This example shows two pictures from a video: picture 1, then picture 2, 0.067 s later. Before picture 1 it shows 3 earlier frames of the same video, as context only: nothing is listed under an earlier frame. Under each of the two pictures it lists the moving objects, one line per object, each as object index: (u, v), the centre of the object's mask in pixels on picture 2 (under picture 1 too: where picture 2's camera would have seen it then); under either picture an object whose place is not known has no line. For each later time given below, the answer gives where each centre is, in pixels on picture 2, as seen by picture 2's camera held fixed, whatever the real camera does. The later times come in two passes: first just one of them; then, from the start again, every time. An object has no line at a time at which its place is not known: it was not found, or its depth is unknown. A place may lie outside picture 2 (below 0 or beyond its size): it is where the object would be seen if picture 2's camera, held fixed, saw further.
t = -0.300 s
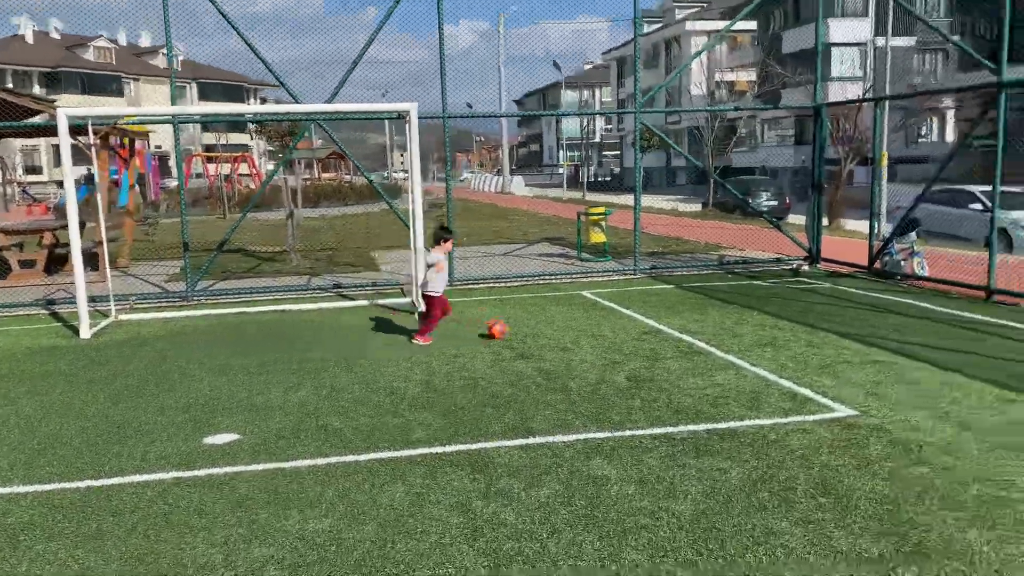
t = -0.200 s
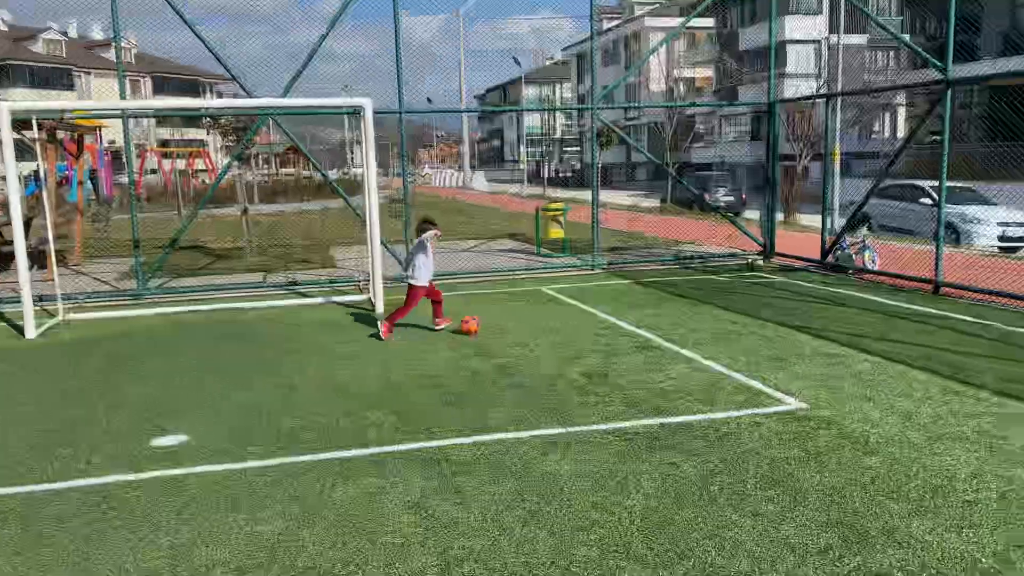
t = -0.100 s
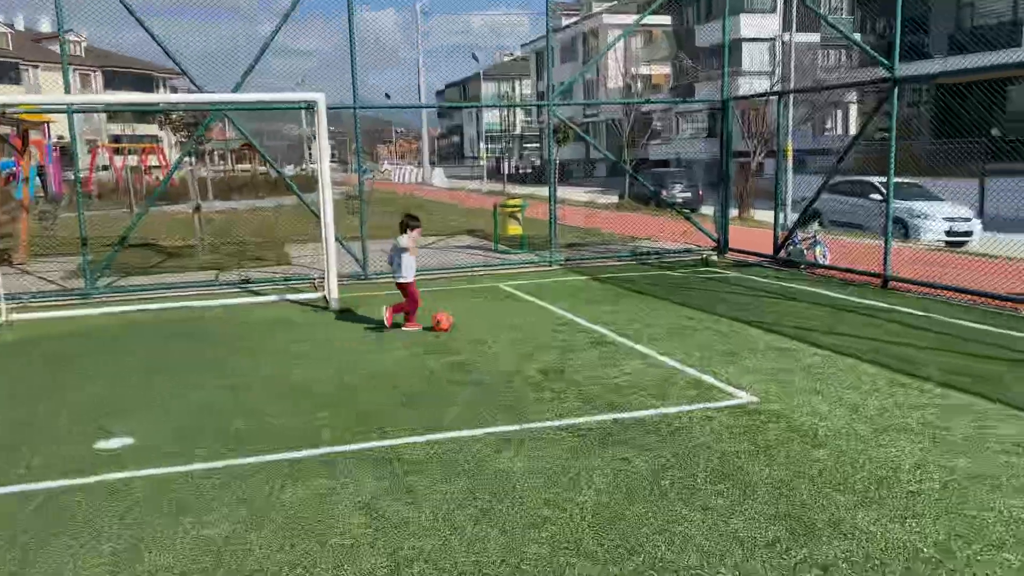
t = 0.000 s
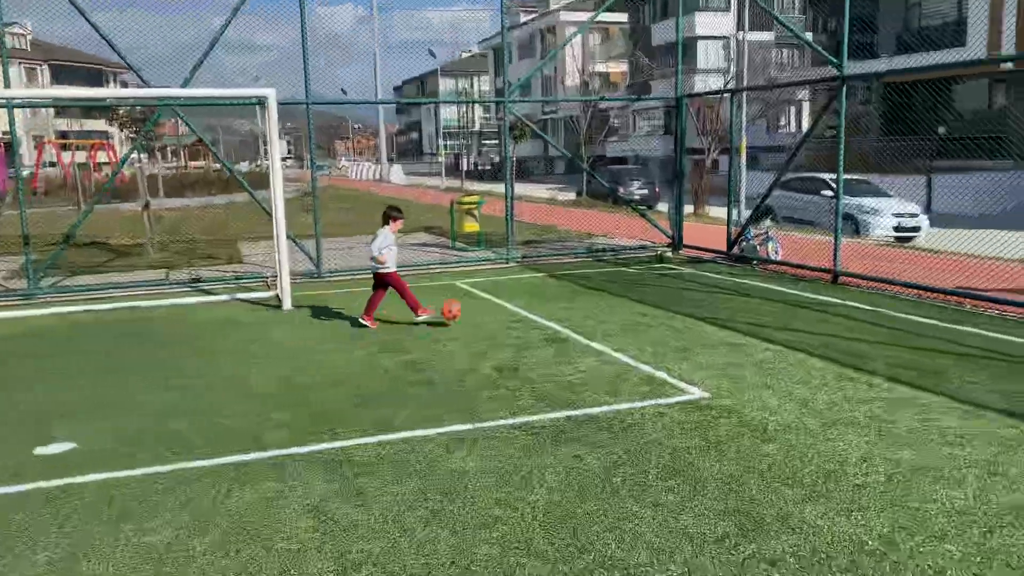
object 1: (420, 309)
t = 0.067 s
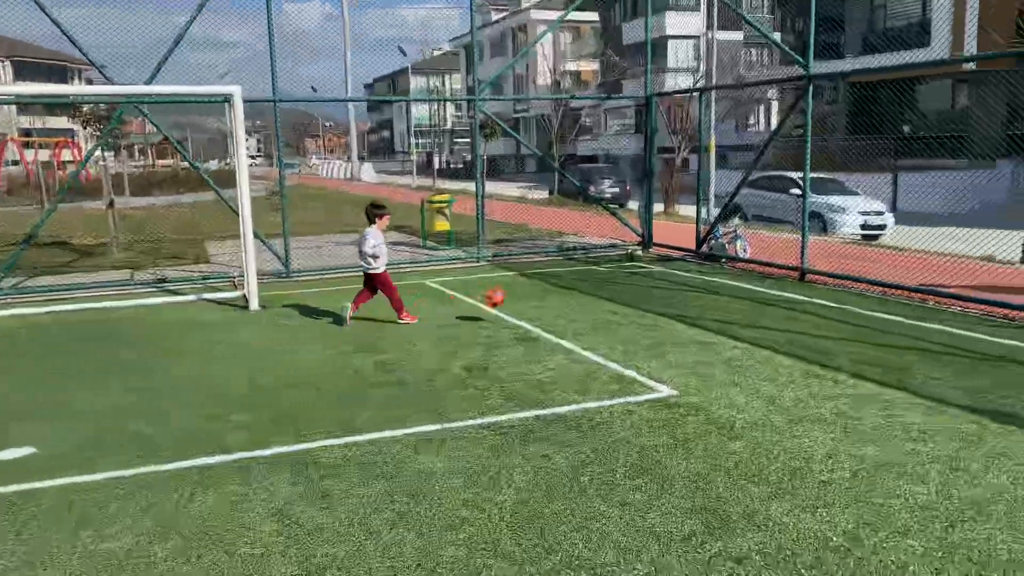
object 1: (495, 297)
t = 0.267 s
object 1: (696, 289)
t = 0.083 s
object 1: (513, 295)
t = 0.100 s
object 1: (532, 292)
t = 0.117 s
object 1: (548, 291)
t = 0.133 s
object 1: (566, 289)
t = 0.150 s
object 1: (583, 288)
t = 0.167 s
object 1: (600, 288)
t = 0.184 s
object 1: (616, 287)
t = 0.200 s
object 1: (633, 286)
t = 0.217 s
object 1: (648, 287)
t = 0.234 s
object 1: (665, 287)
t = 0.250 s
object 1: (680, 288)
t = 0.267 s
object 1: (696, 289)
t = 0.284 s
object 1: (710, 290)
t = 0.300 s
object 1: (726, 293)
